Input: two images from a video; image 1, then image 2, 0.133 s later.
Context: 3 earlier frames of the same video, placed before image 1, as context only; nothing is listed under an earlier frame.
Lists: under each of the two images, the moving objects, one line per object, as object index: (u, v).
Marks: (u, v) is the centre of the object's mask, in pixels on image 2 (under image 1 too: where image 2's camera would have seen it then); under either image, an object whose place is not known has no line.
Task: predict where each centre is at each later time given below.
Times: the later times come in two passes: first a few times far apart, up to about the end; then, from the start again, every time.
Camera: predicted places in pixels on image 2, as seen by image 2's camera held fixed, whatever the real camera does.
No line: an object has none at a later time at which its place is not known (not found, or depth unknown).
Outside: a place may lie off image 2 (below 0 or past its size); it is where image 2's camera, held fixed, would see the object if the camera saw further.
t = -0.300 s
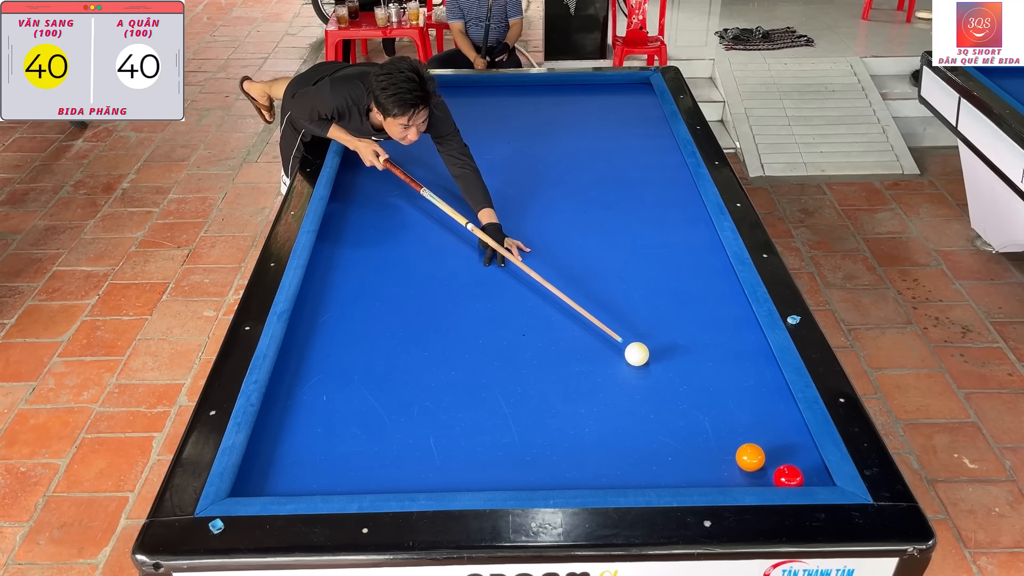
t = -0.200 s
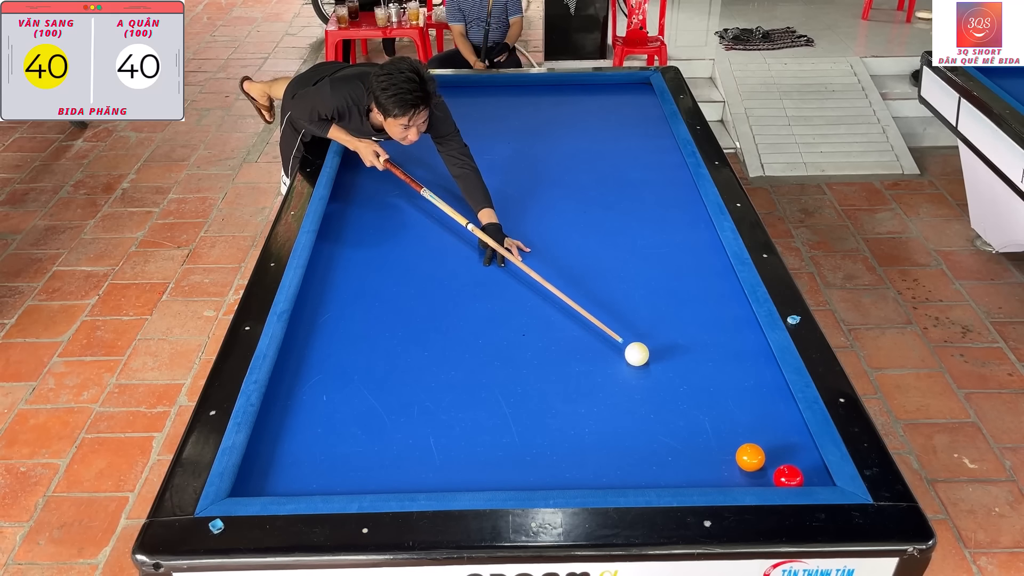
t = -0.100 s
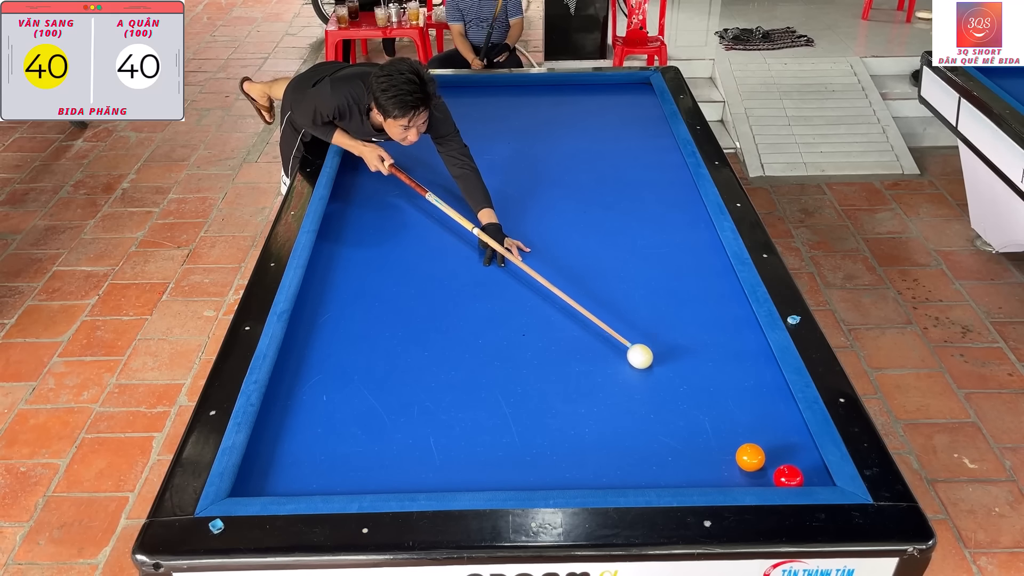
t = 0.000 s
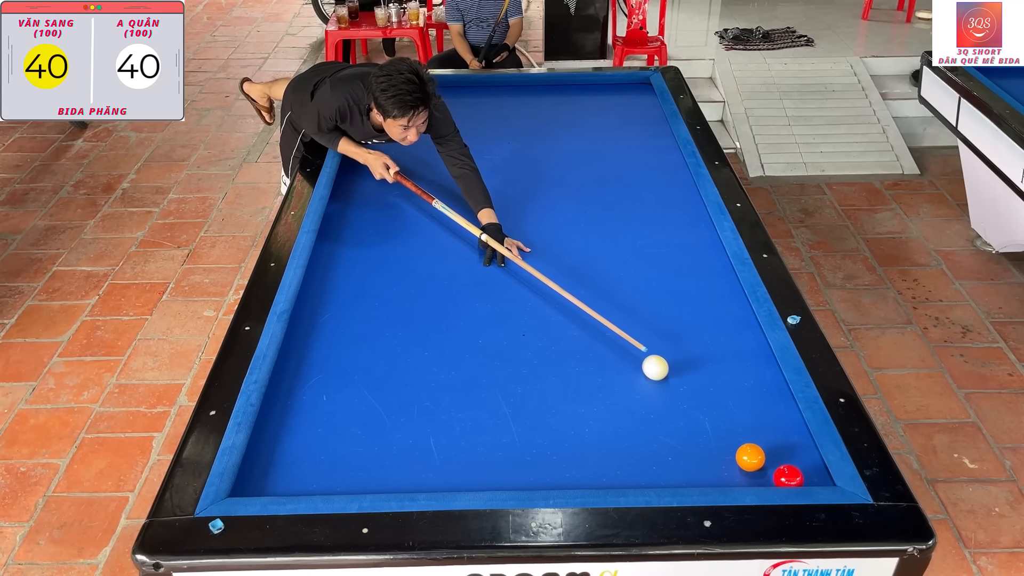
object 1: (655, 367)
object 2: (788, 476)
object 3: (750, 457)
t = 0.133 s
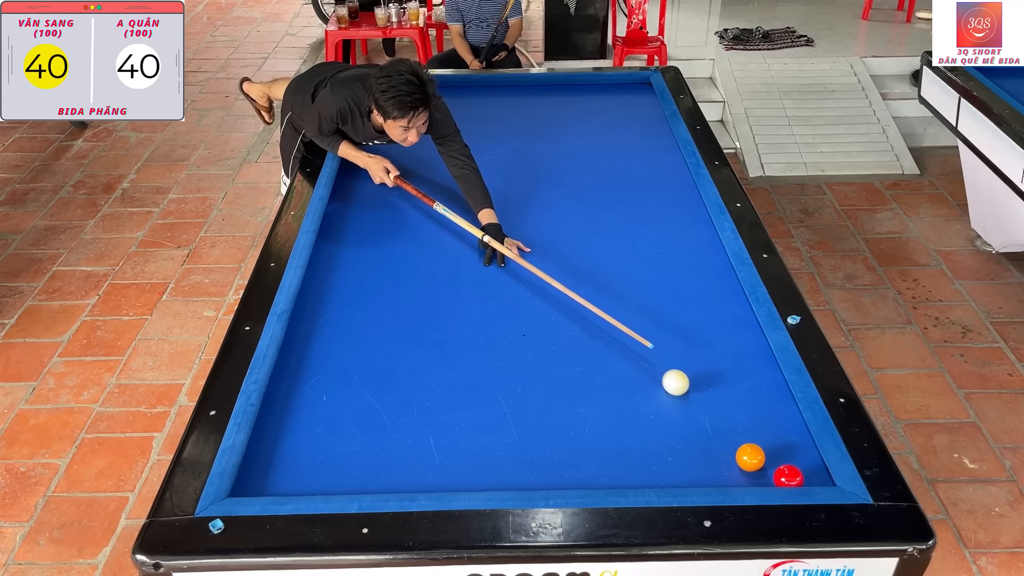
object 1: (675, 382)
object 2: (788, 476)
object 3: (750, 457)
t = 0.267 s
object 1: (696, 398)
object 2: (788, 476)
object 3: (750, 457)
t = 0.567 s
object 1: (746, 433)
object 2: (788, 476)
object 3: (750, 457)
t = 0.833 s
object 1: (793, 452)
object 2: (788, 476)
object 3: (749, 472)
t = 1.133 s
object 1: (798, 460)
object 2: (784, 476)
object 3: (745, 474)
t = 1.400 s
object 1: (792, 458)
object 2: (775, 475)
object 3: (740, 466)
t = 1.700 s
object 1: (786, 455)
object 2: (767, 474)
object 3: (736, 459)
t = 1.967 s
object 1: (783, 454)
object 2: (761, 473)
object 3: (732, 453)
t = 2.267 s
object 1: (781, 453)
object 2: (755, 473)
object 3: (728, 448)
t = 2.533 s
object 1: (782, 453)
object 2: (752, 473)
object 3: (727, 445)
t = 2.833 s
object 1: (781, 453)
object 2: (750, 472)
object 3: (726, 442)
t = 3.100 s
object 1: (781, 453)
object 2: (749, 472)
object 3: (726, 441)
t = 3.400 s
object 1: (782, 453)
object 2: (749, 472)
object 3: (726, 440)
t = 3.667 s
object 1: (782, 453)
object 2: (749, 472)
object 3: (726, 440)
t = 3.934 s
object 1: (782, 453)
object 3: (726, 440)
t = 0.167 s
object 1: (681, 386)
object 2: (788, 476)
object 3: (750, 457)
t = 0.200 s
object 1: (686, 390)
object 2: (788, 476)
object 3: (750, 457)
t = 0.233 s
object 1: (691, 394)
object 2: (788, 476)
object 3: (750, 457)
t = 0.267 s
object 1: (696, 398)
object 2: (788, 476)
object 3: (750, 457)
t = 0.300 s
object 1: (702, 401)
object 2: (788, 476)
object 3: (750, 457)
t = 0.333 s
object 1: (707, 405)
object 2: (788, 476)
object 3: (750, 457)
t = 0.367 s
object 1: (713, 409)
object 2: (788, 476)
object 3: (750, 457)
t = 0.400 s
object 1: (718, 413)
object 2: (788, 476)
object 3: (750, 457)
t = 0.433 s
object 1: (724, 417)
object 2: (788, 476)
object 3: (750, 457)
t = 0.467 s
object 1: (729, 421)
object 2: (788, 476)
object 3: (750, 457)
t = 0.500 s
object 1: (735, 426)
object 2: (788, 476)
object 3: (750, 457)
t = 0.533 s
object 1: (740, 430)
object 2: (788, 476)
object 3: (750, 457)
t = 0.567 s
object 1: (746, 433)
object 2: (788, 476)
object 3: (750, 457)
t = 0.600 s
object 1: (752, 436)
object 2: (788, 476)
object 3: (750, 457)
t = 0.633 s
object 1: (758, 439)
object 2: (788, 476)
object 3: (750, 460)
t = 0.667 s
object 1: (764, 442)
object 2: (788, 476)
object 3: (750, 462)
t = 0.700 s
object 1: (770, 444)
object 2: (788, 476)
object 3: (750, 464)
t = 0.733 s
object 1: (775, 446)
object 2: (788, 476)
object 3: (750, 466)
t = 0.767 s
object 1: (781, 448)
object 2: (788, 476)
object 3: (749, 468)
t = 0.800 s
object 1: (787, 450)
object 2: (788, 476)
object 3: (749, 470)
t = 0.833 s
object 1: (793, 452)
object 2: (788, 476)
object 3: (749, 472)
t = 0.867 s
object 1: (799, 454)
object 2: (788, 476)
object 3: (749, 474)
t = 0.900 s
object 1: (805, 456)
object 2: (788, 476)
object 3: (749, 475)
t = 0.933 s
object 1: (808, 458)
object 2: (788, 476)
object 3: (749, 476)
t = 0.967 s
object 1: (805, 459)
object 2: (788, 476)
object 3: (749, 477)
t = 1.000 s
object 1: (803, 460)
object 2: (788, 476)
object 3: (748, 477)
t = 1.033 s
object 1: (801, 460)
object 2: (788, 476)
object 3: (747, 476)
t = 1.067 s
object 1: (800, 461)
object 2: (787, 477)
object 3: (746, 475)
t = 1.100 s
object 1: (799, 461)
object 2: (785, 476)
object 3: (746, 475)
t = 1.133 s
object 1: (798, 460)
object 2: (784, 476)
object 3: (745, 474)
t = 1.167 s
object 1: (797, 460)
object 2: (783, 476)
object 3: (744, 473)
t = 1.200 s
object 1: (796, 460)
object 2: (782, 476)
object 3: (744, 472)
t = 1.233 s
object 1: (795, 459)
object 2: (781, 476)
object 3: (743, 471)
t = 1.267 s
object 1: (795, 459)
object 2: (779, 476)
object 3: (743, 470)
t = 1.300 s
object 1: (794, 459)
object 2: (778, 475)
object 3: (742, 469)
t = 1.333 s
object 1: (793, 458)
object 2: (777, 475)
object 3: (741, 468)
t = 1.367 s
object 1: (792, 458)
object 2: (776, 475)
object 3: (741, 467)
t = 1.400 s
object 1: (792, 458)
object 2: (775, 475)
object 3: (740, 466)
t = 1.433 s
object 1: (791, 457)
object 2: (774, 475)
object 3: (740, 465)
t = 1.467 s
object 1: (790, 457)
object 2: (773, 475)
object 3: (739, 464)
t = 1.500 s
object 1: (790, 457)
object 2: (772, 474)
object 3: (739, 464)
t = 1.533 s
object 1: (789, 457)
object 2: (771, 474)
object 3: (738, 463)
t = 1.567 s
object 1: (789, 456)
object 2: (770, 474)
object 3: (738, 462)
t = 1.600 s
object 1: (788, 456)
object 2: (769, 474)
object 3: (737, 461)
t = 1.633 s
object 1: (787, 456)
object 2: (768, 474)
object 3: (737, 460)
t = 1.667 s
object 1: (787, 456)
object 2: (767, 474)
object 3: (736, 460)
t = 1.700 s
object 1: (786, 455)
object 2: (767, 474)
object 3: (736, 459)
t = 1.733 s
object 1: (786, 455)
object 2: (766, 474)
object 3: (735, 458)
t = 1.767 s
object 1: (786, 455)
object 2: (765, 473)
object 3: (735, 457)
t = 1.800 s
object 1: (785, 455)
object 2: (764, 473)
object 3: (734, 456)
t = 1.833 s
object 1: (785, 454)
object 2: (764, 473)
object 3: (734, 456)
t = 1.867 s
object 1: (784, 454)
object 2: (763, 473)
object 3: (733, 455)
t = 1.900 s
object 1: (784, 454)
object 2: (762, 473)
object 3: (733, 454)
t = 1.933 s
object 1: (783, 454)
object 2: (761, 473)
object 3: (732, 454)
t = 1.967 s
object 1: (783, 454)
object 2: (761, 473)
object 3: (732, 453)
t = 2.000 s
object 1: (783, 453)
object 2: (760, 473)
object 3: (731, 453)
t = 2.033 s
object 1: (782, 453)
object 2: (759, 473)
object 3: (731, 452)
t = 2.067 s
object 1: (782, 453)
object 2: (759, 473)
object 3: (731, 451)
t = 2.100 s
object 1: (782, 453)
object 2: (758, 473)
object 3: (730, 451)
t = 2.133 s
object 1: (782, 453)
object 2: (757, 473)
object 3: (730, 450)
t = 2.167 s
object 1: (781, 453)
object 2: (757, 473)
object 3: (730, 450)
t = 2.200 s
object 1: (781, 453)
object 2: (756, 473)
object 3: (729, 449)
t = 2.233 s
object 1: (781, 453)
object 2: (756, 473)
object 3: (729, 449)
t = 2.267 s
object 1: (781, 453)
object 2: (755, 473)
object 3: (728, 448)
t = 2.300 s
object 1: (781, 453)
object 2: (755, 473)
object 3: (728, 448)
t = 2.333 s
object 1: (781, 453)
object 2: (754, 473)
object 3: (728, 447)
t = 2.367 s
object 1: (781, 453)
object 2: (754, 473)
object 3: (728, 447)
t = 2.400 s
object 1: (781, 453)
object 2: (753, 473)
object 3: (727, 446)
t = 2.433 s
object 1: (781, 453)
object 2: (753, 473)
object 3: (727, 446)
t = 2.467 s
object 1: (781, 453)
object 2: (753, 473)
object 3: (727, 445)
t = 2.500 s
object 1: (781, 453)
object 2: (752, 473)
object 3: (727, 445)
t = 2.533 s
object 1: (782, 453)
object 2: (752, 473)
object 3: (727, 445)
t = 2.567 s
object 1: (782, 453)
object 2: (752, 473)
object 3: (727, 444)
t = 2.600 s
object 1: (782, 453)
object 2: (751, 473)
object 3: (726, 444)
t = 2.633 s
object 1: (782, 453)
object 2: (751, 473)
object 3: (726, 444)
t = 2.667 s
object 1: (782, 453)
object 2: (751, 473)
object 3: (726, 443)
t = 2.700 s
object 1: (782, 453)
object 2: (750, 473)
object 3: (726, 443)
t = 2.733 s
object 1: (781, 453)
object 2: (750, 473)
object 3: (726, 443)
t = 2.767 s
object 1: (781, 453)
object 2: (750, 472)
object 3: (726, 443)
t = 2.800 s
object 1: (781, 453)
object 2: (750, 472)
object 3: (726, 442)
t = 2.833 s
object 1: (781, 453)
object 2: (750, 472)
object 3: (726, 442)
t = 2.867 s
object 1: (782, 453)
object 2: (749, 472)
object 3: (726, 442)
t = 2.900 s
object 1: (782, 453)
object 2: (749, 472)
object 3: (726, 442)
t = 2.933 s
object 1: (782, 453)
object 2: (749, 472)
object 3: (726, 442)
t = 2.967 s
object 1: (781, 453)
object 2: (749, 472)
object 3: (726, 441)
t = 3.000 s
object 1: (782, 453)
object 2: (749, 472)
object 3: (726, 441)
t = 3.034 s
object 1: (782, 453)
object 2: (749, 472)
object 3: (726, 441)
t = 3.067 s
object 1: (782, 453)
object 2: (749, 472)
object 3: (726, 441)
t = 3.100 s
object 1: (781, 453)
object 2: (749, 472)
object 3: (726, 441)
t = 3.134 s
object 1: (782, 453)
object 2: (749, 472)
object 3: (726, 441)
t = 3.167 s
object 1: (782, 453)
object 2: (749, 472)
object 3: (726, 441)
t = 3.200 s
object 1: (782, 453)
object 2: (749, 472)
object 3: (726, 441)
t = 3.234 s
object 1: (782, 453)
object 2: (749, 472)
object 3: (726, 440)
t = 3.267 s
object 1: (782, 453)
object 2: (749, 472)
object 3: (726, 440)
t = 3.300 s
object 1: (782, 453)
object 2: (749, 472)
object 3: (726, 440)
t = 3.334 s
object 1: (782, 453)
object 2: (749, 472)
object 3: (726, 440)
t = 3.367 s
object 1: (782, 453)
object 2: (749, 472)
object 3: (726, 440)
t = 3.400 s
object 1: (782, 453)
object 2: (749, 472)
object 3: (726, 440)
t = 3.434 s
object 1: (782, 453)
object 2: (749, 472)
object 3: (726, 440)
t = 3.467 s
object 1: (782, 453)
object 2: (749, 472)
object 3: (726, 440)
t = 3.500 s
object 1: (782, 453)
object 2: (749, 472)
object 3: (726, 440)
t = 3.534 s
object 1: (782, 453)
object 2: (749, 472)
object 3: (726, 440)
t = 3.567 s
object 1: (782, 453)
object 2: (749, 472)
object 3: (726, 440)
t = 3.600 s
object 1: (782, 453)
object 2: (749, 472)
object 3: (726, 440)
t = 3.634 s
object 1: (782, 453)
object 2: (749, 472)
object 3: (726, 440)
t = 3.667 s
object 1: (782, 453)
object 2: (749, 472)
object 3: (726, 440)
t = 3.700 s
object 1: (782, 453)
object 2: (749, 472)
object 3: (726, 440)
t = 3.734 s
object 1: (782, 453)
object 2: (749, 472)
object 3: (726, 440)
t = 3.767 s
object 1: (782, 453)
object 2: (749, 472)
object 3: (726, 440)
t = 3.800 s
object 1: (782, 453)
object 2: (749, 472)
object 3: (726, 440)
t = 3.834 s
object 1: (782, 453)
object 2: (749, 472)
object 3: (726, 440)
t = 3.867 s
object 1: (782, 453)
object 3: (726, 440)
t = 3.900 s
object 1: (781, 452)
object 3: (726, 440)
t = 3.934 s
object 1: (782, 453)
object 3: (726, 440)
